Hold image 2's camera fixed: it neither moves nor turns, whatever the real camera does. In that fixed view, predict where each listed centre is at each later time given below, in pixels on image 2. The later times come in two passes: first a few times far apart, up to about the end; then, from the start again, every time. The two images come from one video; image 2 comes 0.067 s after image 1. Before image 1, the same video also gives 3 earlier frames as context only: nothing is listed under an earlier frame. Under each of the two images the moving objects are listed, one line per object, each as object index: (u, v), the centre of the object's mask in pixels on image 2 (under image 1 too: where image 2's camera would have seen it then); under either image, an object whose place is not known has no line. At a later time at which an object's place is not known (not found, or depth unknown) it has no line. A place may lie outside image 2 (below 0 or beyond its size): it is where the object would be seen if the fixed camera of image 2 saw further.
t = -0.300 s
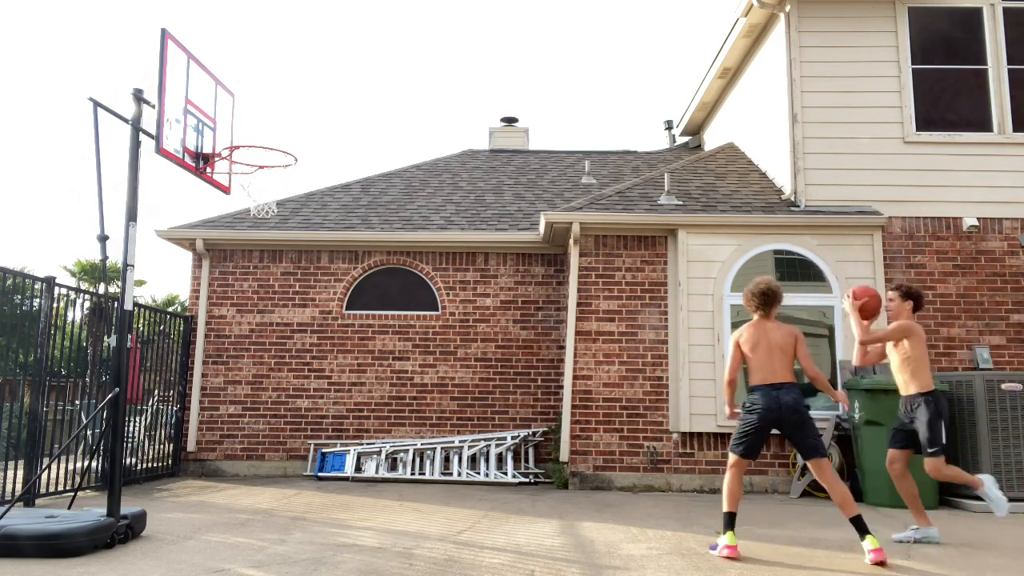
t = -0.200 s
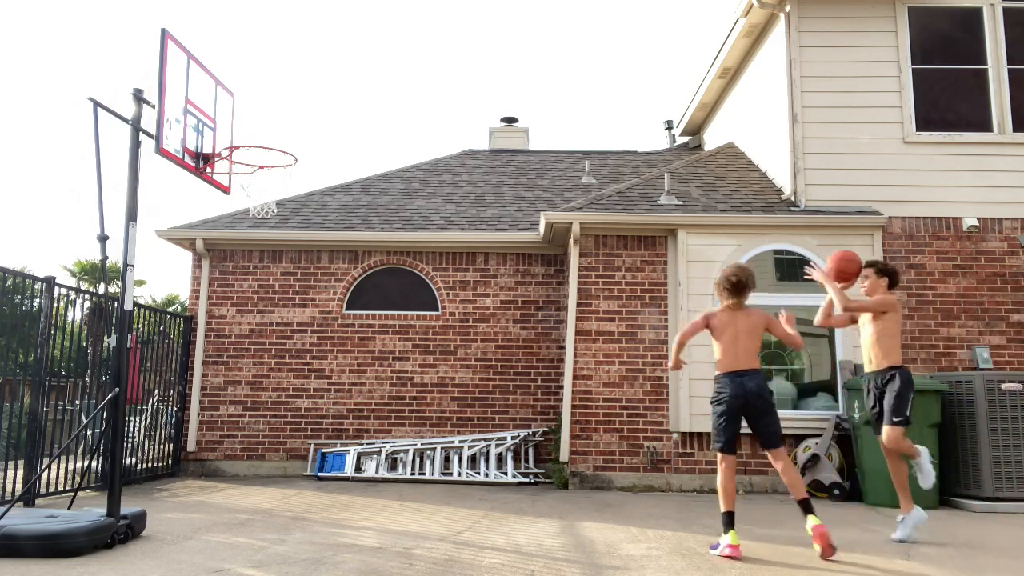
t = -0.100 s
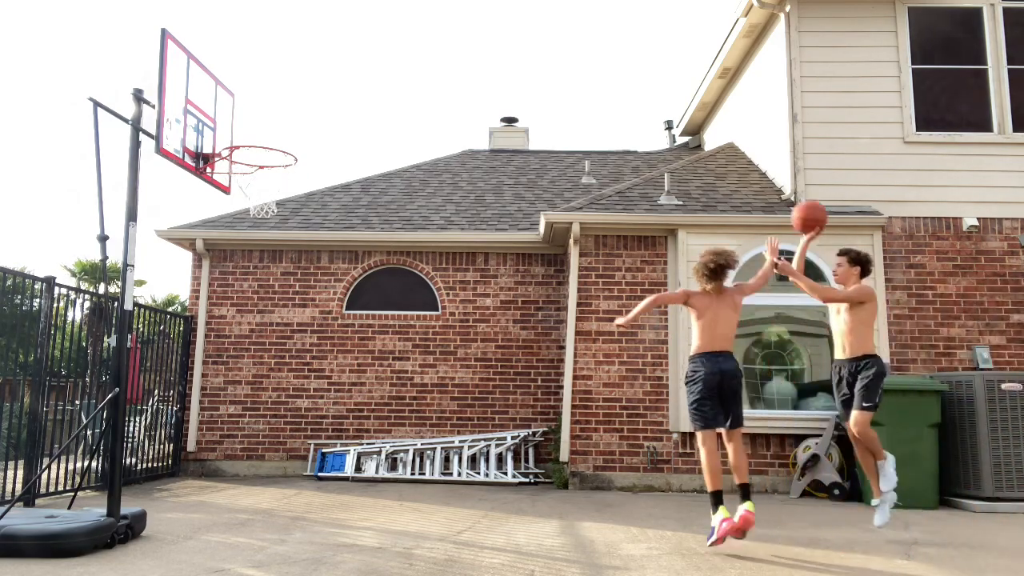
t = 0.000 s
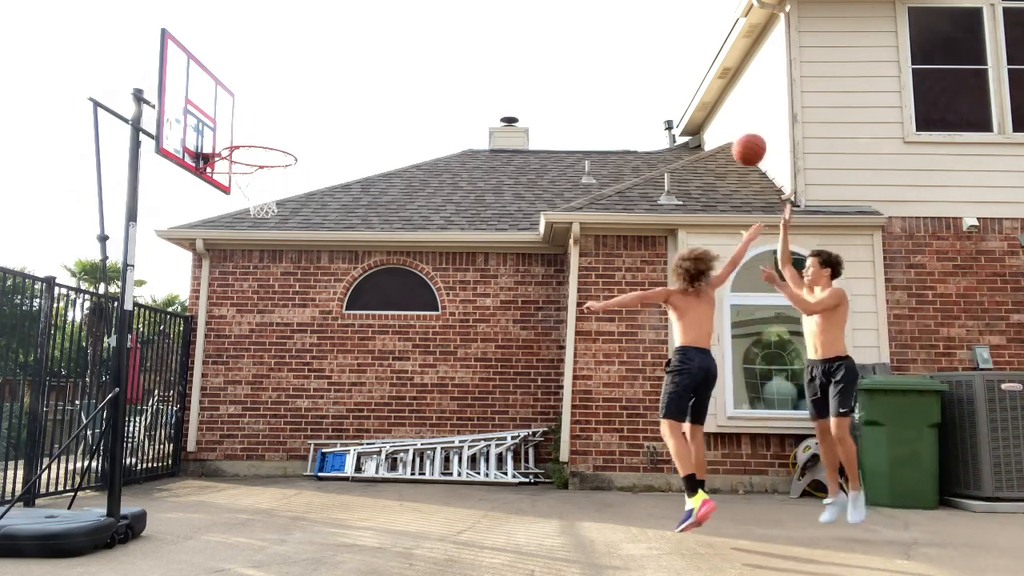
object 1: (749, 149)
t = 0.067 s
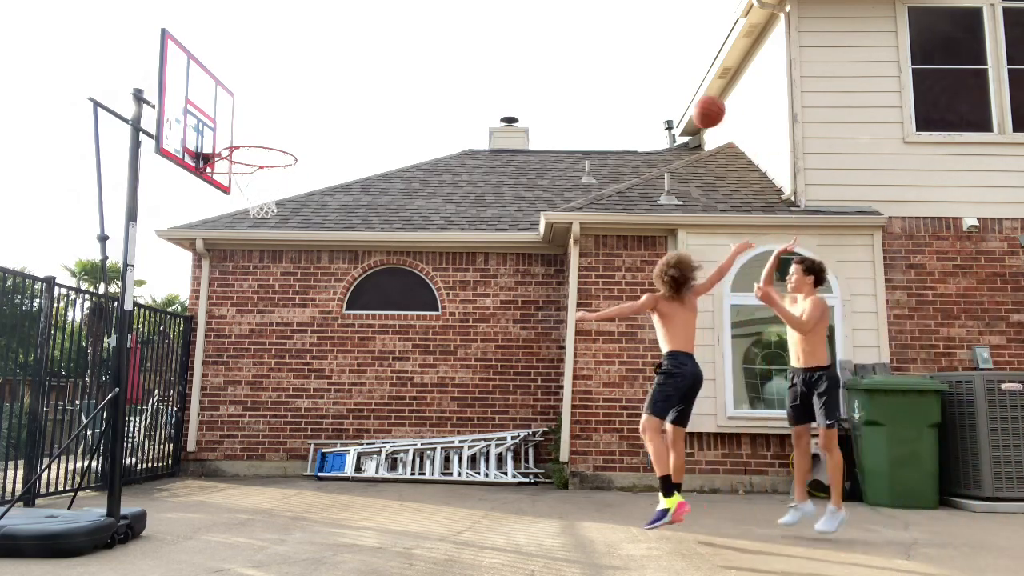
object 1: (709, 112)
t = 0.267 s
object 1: (589, 33)
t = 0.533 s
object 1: (427, 11)
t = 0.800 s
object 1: (256, 75)
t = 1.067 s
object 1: (279, 191)
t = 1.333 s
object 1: (295, 314)
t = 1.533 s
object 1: (303, 470)
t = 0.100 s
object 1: (689, 95)
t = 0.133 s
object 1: (669, 80)
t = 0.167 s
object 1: (649, 66)
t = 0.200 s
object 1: (629, 53)
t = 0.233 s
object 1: (609, 42)
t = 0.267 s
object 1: (589, 33)
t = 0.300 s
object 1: (569, 25)
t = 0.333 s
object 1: (549, 18)
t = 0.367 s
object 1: (529, 14)
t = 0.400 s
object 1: (508, 12)
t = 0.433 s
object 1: (488, 11)
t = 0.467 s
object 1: (468, 10)
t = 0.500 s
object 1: (448, 10)
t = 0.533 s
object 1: (427, 11)
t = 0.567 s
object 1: (406, 13)
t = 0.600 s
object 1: (385, 16)
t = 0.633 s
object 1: (364, 22)
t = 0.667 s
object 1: (343, 29)
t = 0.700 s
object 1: (322, 38)
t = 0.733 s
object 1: (300, 49)
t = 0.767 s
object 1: (278, 61)
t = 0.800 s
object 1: (256, 75)
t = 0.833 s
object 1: (234, 90)
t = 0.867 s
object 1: (220, 105)
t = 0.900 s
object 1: (233, 117)
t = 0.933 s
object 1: (246, 132)
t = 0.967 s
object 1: (259, 148)
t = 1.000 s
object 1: (272, 166)
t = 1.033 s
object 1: (275, 180)
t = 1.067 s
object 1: (279, 191)
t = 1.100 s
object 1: (282, 201)
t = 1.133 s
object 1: (283, 212)
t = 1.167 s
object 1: (286, 225)
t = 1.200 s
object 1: (287, 239)
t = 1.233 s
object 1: (290, 256)
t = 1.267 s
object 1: (291, 274)
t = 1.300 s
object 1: (293, 292)
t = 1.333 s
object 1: (295, 314)
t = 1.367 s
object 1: (297, 336)
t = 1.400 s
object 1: (298, 359)
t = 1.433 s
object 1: (300, 384)
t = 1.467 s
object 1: (301, 411)
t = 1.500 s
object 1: (302, 440)
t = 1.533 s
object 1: (303, 470)
